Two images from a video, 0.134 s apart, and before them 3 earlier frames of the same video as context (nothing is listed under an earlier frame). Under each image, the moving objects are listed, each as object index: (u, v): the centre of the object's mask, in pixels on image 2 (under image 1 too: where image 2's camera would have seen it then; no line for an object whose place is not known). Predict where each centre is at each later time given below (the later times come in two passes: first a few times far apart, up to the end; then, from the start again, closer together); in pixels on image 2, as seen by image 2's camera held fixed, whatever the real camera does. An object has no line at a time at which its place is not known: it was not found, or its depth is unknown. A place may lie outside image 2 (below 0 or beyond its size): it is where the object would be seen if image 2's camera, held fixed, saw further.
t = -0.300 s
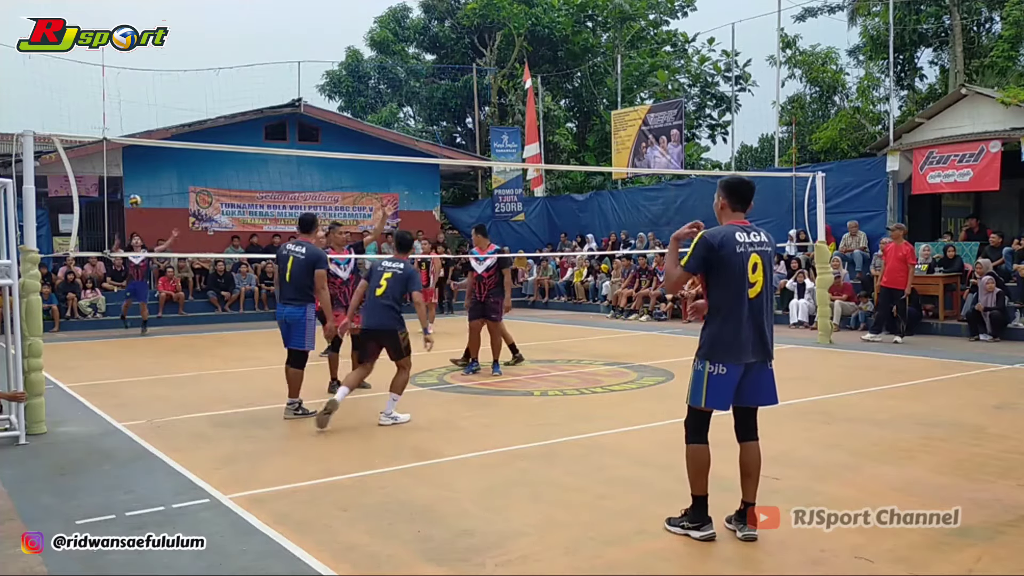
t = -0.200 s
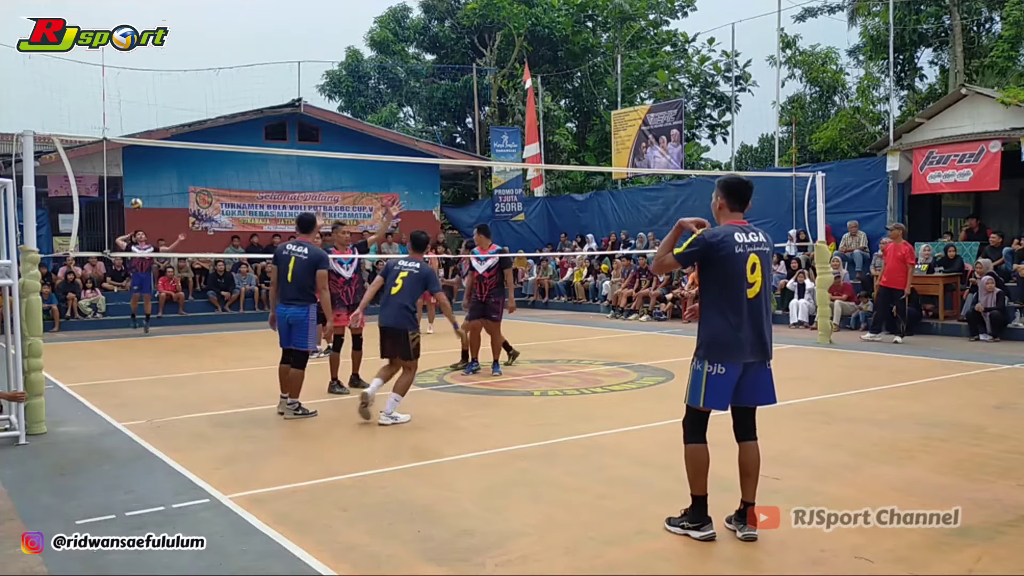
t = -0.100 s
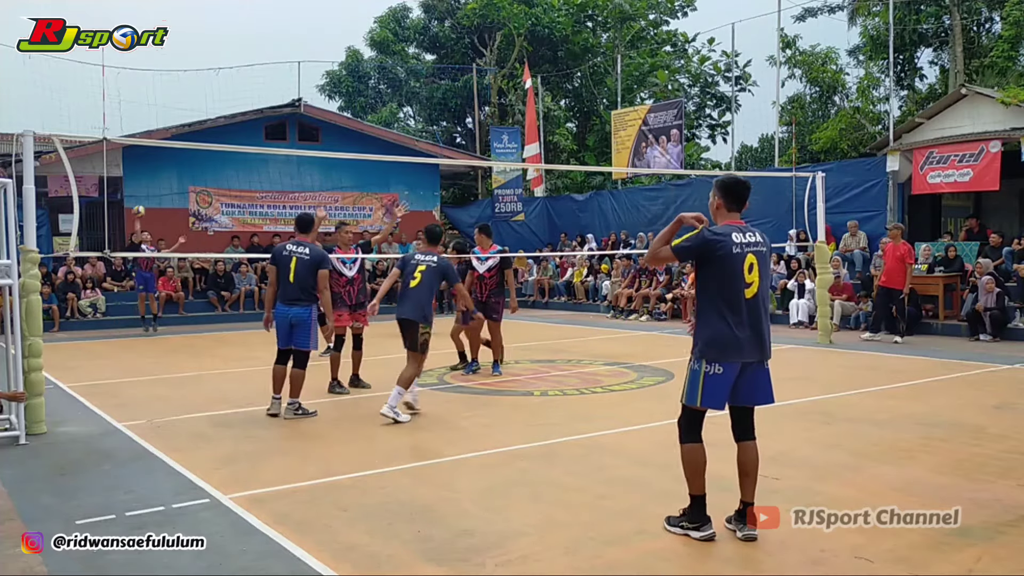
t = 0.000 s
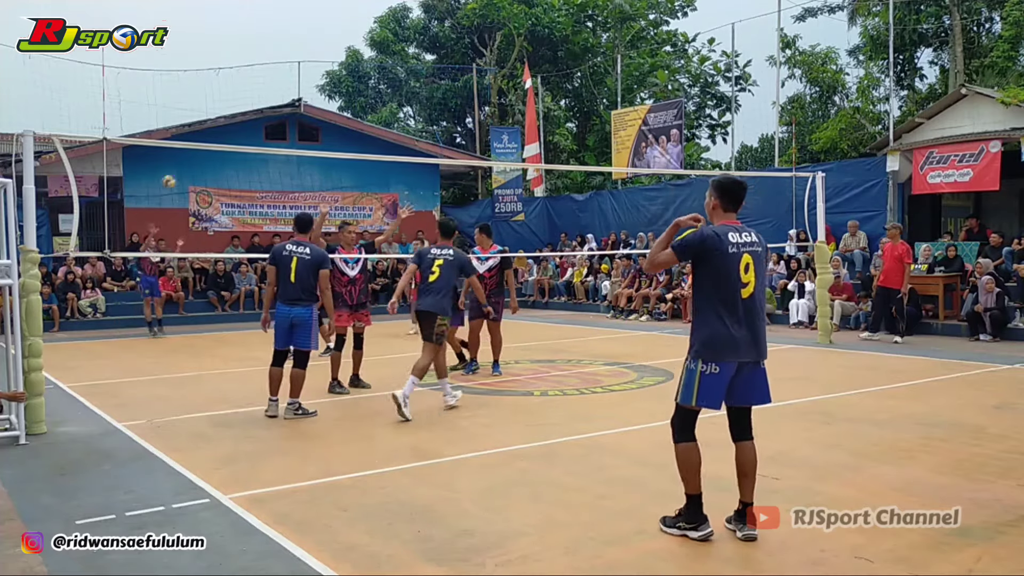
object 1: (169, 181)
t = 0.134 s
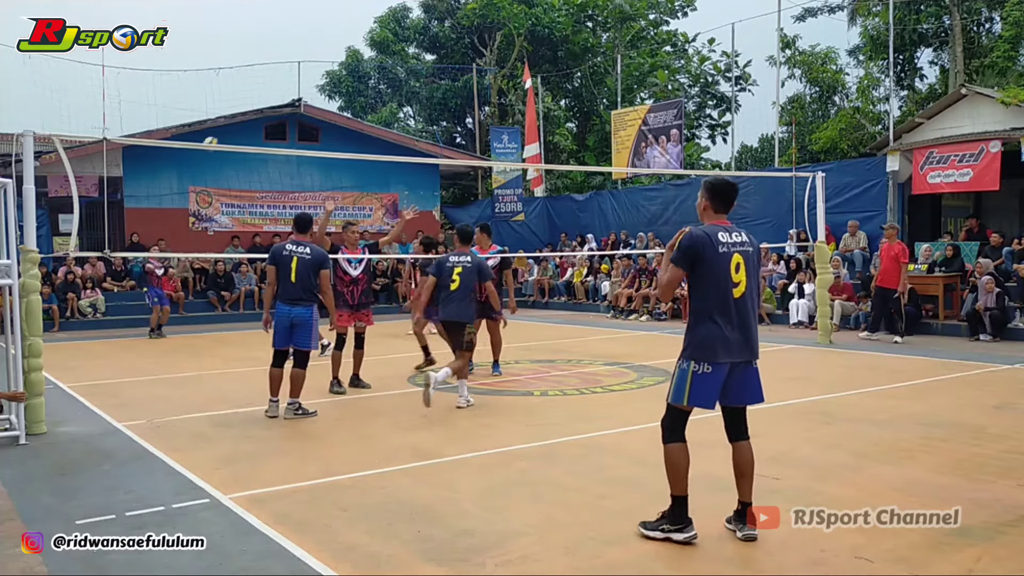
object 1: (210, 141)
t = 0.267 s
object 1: (262, 114)
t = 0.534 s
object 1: (396, 74)
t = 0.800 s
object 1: (617, 89)
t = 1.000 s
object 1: (934, 204)
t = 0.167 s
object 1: (222, 135)
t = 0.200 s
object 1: (234, 128)
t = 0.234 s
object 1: (247, 120)
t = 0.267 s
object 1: (262, 114)
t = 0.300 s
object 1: (275, 105)
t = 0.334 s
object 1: (291, 100)
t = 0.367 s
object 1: (306, 95)
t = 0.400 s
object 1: (324, 89)
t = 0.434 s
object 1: (341, 85)
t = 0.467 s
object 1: (357, 81)
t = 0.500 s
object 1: (377, 77)
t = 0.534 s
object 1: (396, 74)
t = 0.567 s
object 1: (418, 71)
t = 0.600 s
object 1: (439, 70)
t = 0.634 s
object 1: (463, 70)
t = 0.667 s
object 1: (489, 70)
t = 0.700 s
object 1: (516, 73)
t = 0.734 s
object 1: (548, 76)
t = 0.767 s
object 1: (580, 82)
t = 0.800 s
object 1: (617, 89)
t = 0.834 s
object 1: (657, 98)
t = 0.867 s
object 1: (700, 112)
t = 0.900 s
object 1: (749, 129)
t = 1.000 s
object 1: (934, 204)
